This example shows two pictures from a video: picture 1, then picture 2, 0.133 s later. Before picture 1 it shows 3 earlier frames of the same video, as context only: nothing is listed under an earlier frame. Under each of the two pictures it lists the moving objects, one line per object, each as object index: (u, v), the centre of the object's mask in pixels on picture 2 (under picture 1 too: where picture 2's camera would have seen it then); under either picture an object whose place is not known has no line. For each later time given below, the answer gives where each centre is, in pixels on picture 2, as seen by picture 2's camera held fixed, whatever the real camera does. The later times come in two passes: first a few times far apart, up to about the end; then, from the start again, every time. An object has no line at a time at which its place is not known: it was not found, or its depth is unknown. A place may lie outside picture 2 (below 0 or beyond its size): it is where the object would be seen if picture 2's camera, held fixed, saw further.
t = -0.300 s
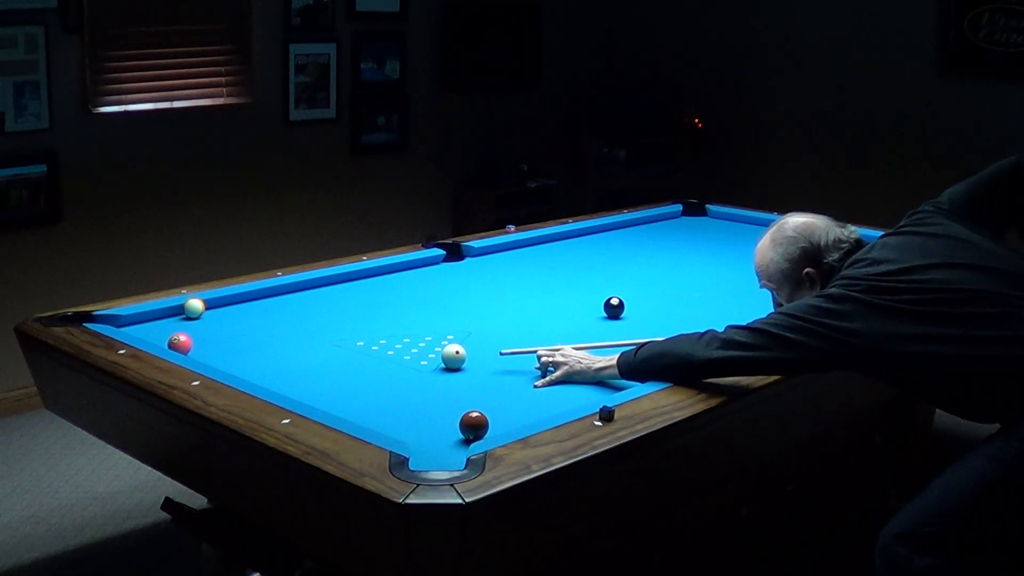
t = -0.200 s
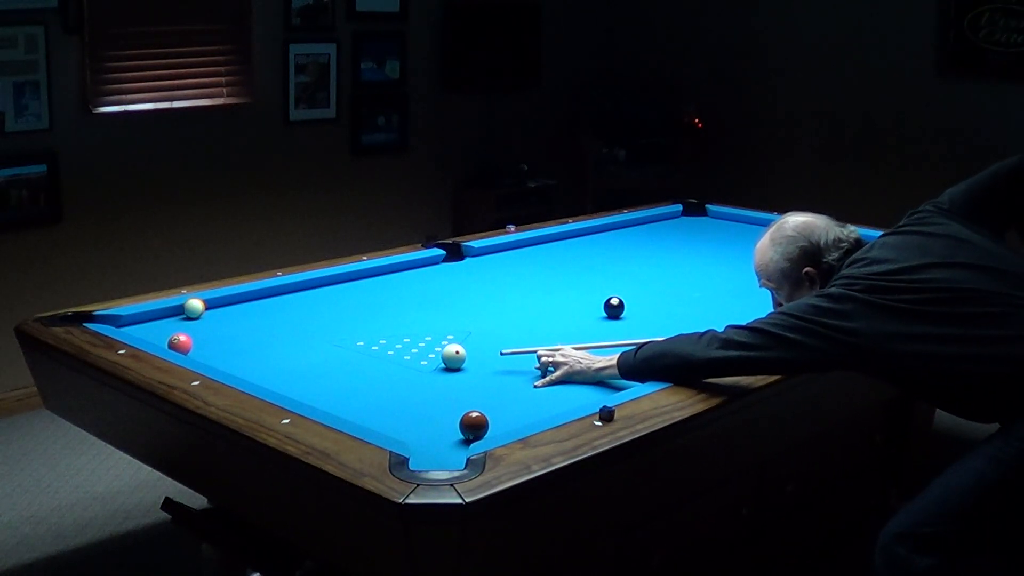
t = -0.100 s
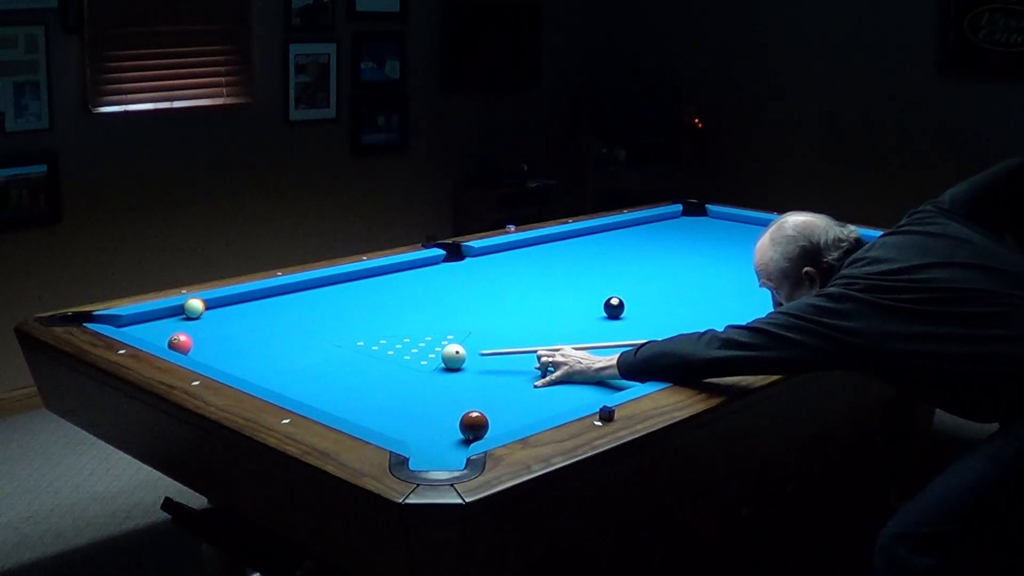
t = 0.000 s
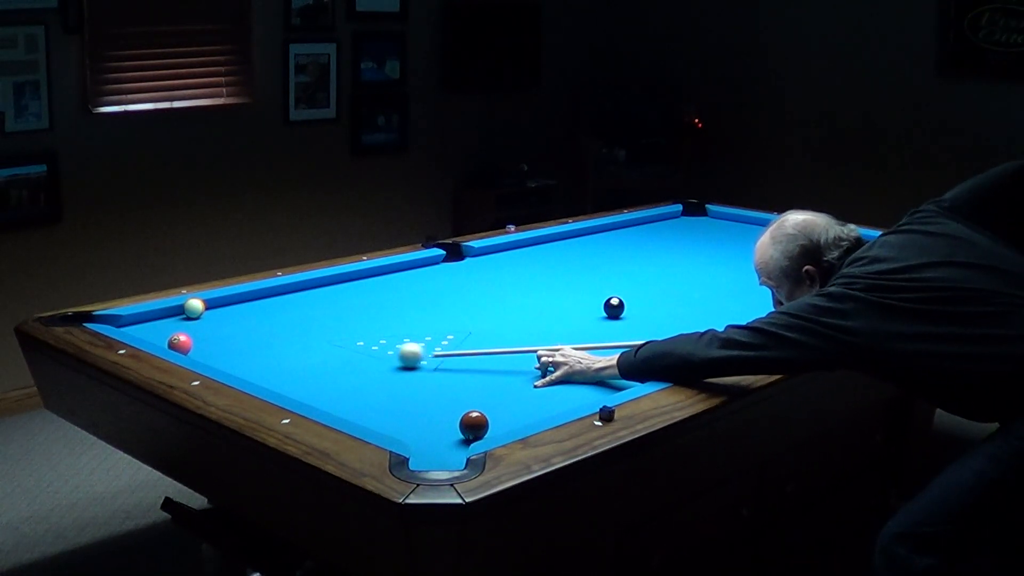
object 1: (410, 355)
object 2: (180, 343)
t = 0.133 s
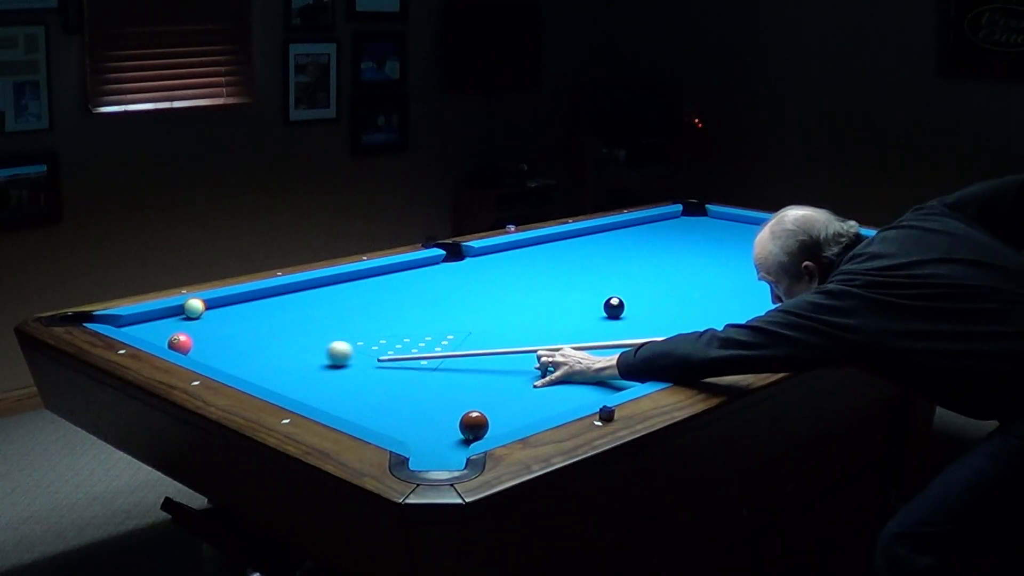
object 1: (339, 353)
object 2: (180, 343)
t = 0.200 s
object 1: (305, 353)
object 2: (180, 343)
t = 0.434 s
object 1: (193, 348)
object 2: (176, 341)
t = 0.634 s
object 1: (202, 348)
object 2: (145, 331)
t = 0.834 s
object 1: (221, 343)
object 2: (120, 322)
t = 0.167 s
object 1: (322, 353)
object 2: (180, 343)
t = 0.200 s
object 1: (305, 353)
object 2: (180, 343)
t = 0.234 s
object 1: (288, 352)
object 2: (180, 343)
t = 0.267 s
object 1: (272, 352)
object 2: (180, 343)
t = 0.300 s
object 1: (255, 351)
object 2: (180, 343)
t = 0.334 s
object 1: (239, 351)
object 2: (180, 343)
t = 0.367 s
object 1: (222, 350)
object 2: (180, 343)
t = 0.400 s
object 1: (207, 350)
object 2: (180, 343)
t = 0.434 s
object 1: (193, 348)
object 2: (176, 341)
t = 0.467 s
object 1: (185, 348)
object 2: (170, 338)
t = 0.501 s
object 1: (186, 348)
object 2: (165, 338)
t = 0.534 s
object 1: (191, 348)
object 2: (160, 336)
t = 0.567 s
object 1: (195, 348)
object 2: (154, 334)
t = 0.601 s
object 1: (198, 349)
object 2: (150, 333)
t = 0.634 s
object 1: (202, 348)
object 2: (145, 331)
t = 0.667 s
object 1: (205, 347)
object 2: (141, 330)
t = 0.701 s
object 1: (208, 347)
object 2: (136, 328)
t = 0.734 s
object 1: (212, 346)
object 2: (132, 327)
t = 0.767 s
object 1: (215, 345)
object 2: (128, 325)
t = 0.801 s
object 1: (218, 344)
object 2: (124, 324)
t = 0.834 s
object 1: (221, 343)
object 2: (120, 322)
